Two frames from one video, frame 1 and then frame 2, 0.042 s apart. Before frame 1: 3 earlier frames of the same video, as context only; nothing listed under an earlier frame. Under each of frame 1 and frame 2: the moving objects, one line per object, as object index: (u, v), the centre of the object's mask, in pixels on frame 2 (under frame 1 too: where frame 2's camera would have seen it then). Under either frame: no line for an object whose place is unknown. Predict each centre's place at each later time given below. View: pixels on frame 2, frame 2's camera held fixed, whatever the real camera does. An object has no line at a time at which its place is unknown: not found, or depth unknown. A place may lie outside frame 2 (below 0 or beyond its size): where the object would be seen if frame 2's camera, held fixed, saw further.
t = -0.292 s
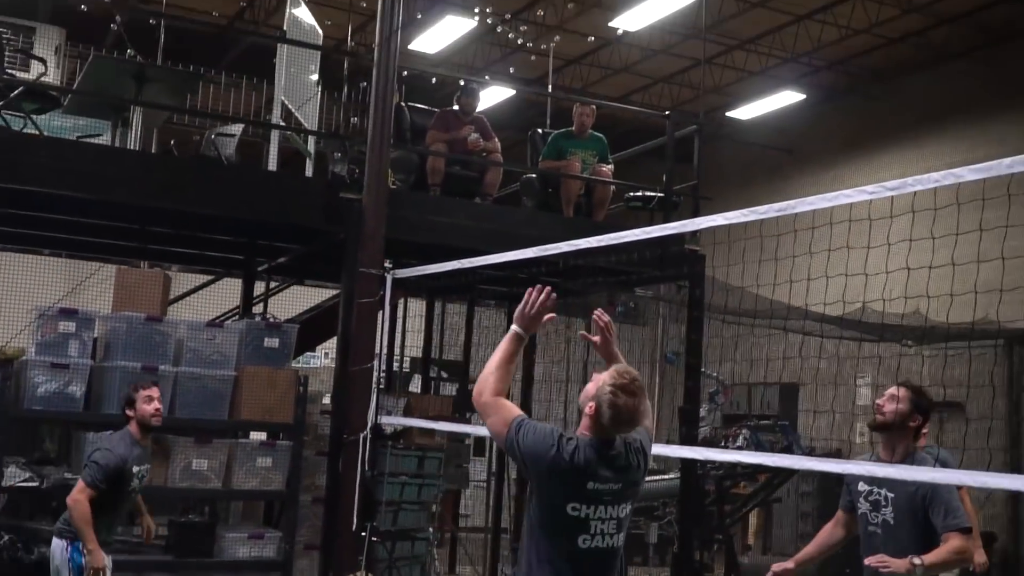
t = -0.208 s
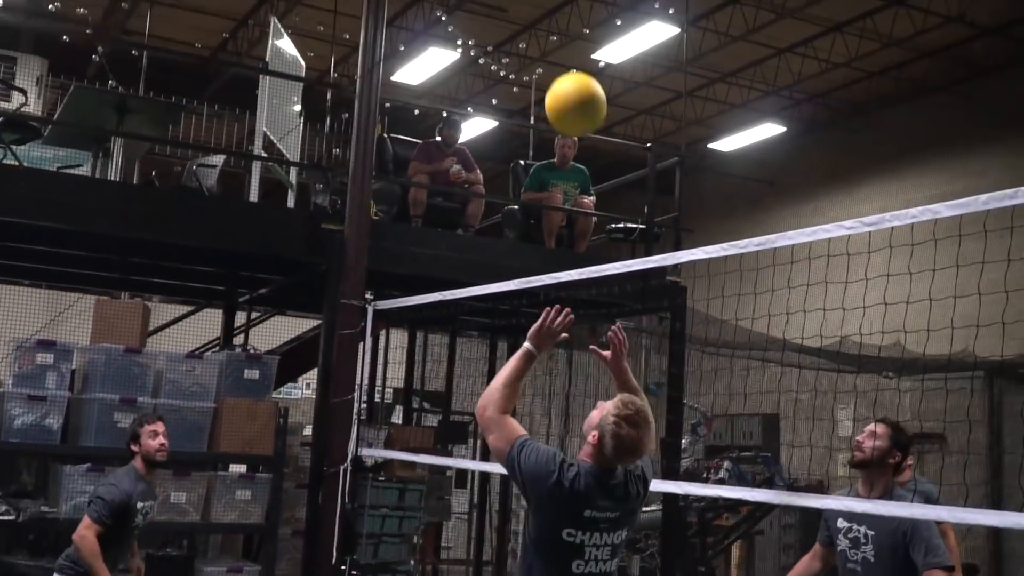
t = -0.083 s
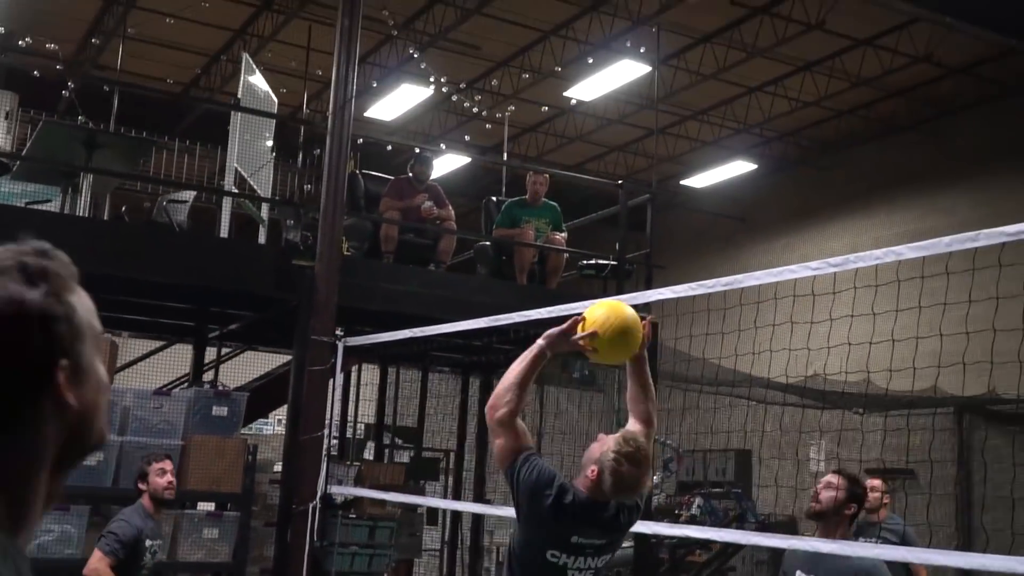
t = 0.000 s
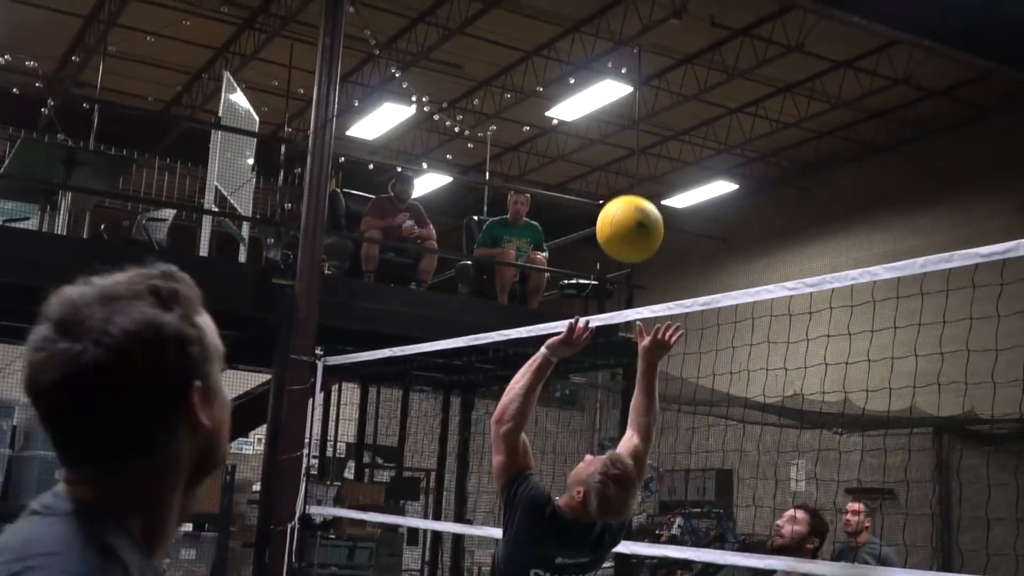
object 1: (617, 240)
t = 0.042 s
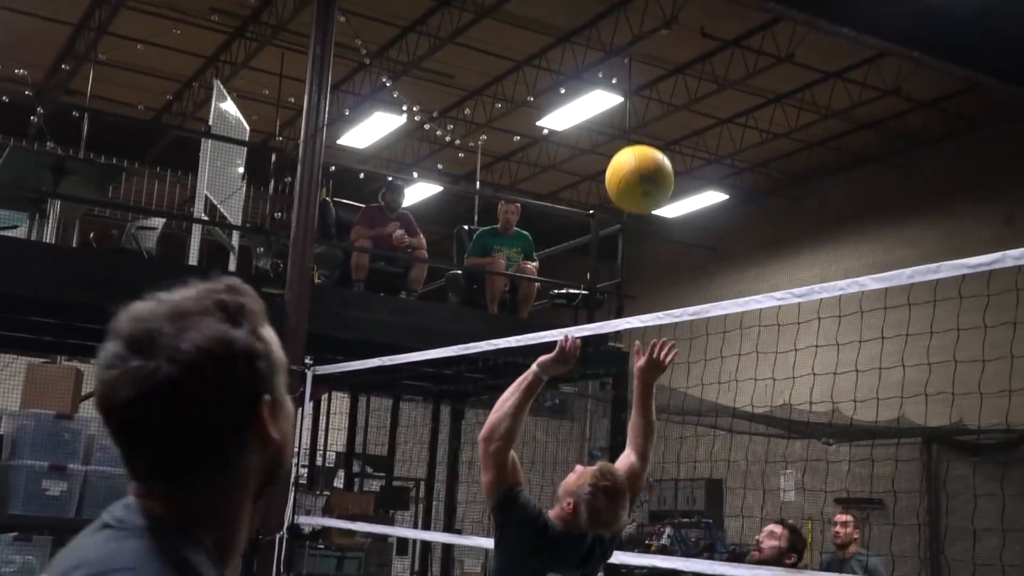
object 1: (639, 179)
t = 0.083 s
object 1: (660, 123)
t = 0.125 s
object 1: (681, 69)
